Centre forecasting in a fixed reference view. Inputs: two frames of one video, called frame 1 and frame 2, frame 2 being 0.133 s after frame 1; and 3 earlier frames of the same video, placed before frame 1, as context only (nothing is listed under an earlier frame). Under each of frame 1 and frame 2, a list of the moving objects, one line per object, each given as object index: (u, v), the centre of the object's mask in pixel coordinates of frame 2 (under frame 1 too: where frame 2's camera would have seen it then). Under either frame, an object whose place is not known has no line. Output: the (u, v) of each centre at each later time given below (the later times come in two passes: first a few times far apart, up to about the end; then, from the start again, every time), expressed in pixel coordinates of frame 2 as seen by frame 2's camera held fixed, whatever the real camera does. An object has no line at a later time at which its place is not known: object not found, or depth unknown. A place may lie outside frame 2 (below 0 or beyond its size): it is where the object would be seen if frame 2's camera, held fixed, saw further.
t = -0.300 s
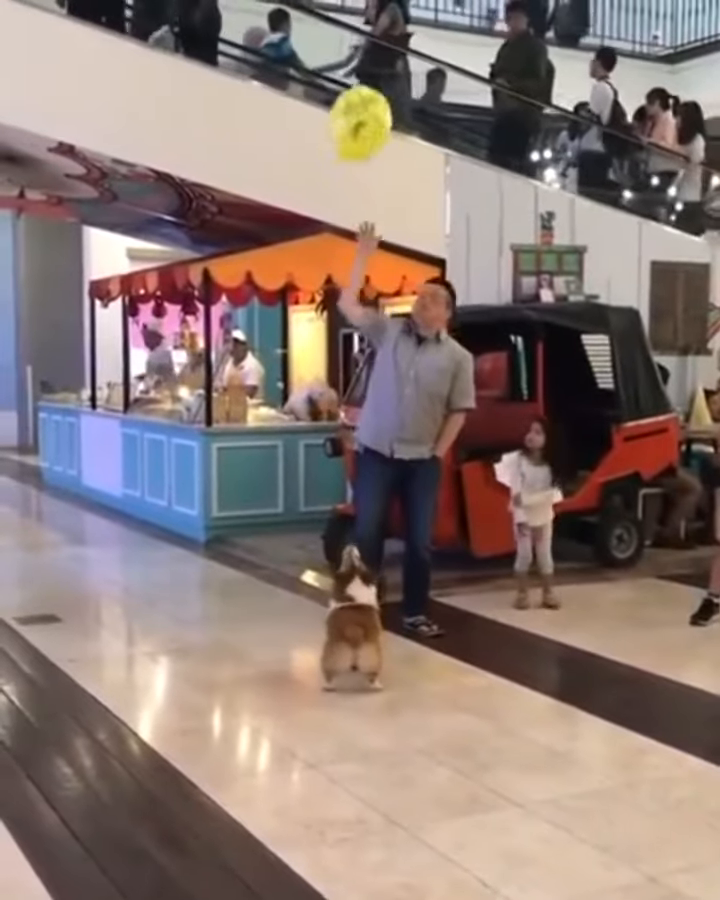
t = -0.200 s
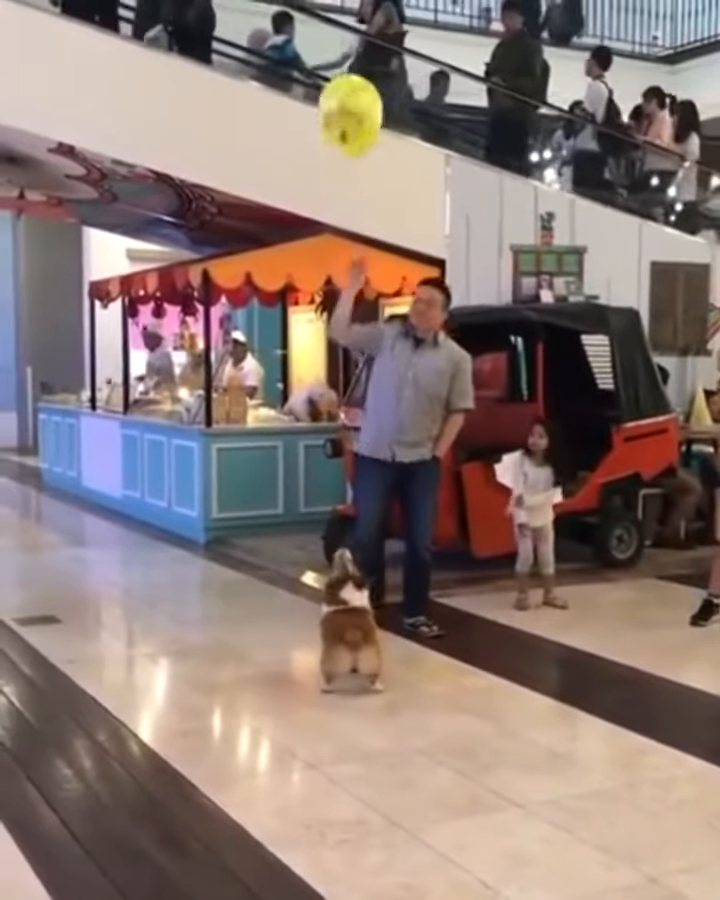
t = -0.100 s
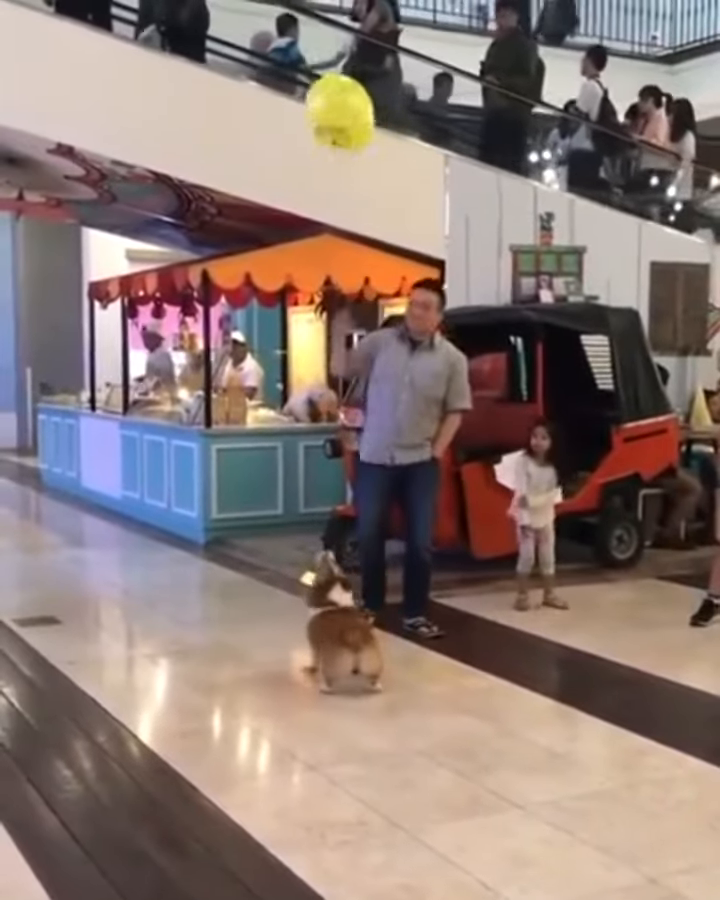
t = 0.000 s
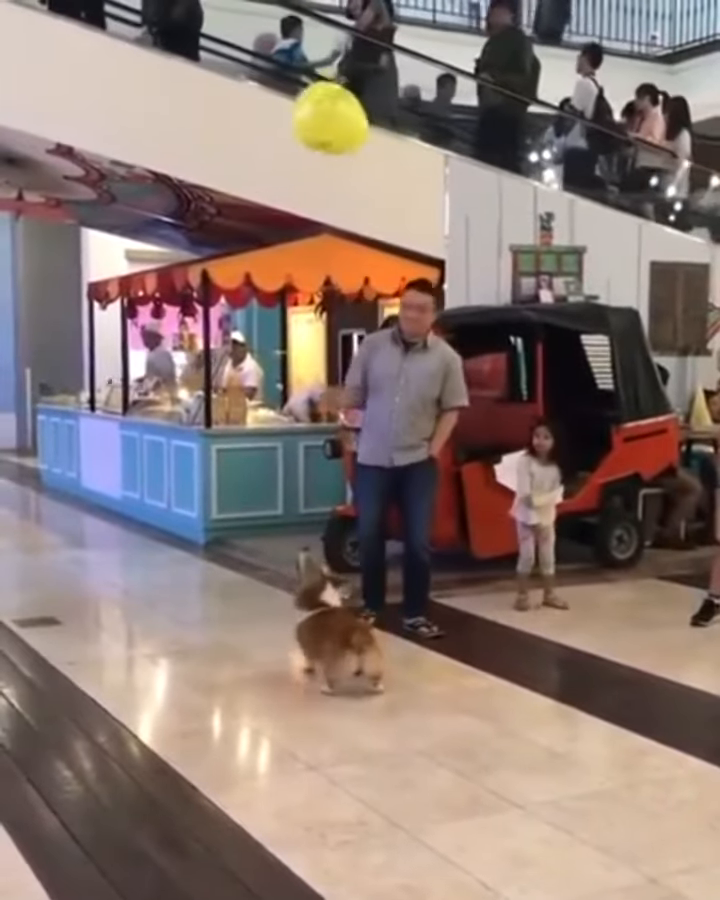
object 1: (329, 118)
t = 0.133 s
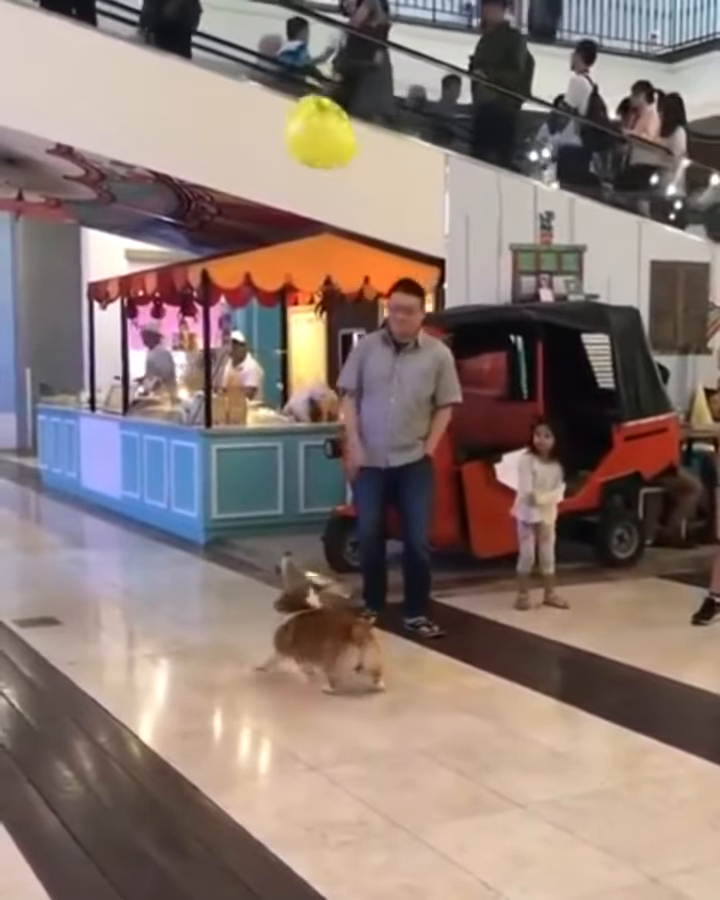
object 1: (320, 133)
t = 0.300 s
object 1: (312, 154)
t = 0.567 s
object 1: (296, 209)
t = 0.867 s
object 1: (275, 296)
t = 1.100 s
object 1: (266, 383)
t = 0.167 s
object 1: (317, 137)
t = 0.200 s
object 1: (316, 140)
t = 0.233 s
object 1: (315, 143)
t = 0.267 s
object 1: (313, 147)
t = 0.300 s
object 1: (312, 154)
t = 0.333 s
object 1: (311, 159)
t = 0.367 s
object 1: (309, 164)
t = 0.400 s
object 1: (307, 173)
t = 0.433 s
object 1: (304, 180)
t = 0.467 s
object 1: (302, 187)
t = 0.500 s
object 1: (300, 194)
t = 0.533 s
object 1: (297, 202)
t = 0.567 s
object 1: (296, 209)
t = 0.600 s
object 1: (294, 217)
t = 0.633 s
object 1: (292, 226)
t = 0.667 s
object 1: (289, 235)
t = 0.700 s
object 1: (287, 244)
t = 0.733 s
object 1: (284, 254)
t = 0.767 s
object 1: (282, 263)
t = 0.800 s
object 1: (279, 274)
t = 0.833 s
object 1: (277, 285)
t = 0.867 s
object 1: (275, 296)
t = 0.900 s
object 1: (273, 307)
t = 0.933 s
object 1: (271, 320)
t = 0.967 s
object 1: (270, 332)
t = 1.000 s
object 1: (267, 345)
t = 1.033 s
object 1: (268, 357)
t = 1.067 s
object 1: (267, 370)
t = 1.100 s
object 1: (266, 383)
